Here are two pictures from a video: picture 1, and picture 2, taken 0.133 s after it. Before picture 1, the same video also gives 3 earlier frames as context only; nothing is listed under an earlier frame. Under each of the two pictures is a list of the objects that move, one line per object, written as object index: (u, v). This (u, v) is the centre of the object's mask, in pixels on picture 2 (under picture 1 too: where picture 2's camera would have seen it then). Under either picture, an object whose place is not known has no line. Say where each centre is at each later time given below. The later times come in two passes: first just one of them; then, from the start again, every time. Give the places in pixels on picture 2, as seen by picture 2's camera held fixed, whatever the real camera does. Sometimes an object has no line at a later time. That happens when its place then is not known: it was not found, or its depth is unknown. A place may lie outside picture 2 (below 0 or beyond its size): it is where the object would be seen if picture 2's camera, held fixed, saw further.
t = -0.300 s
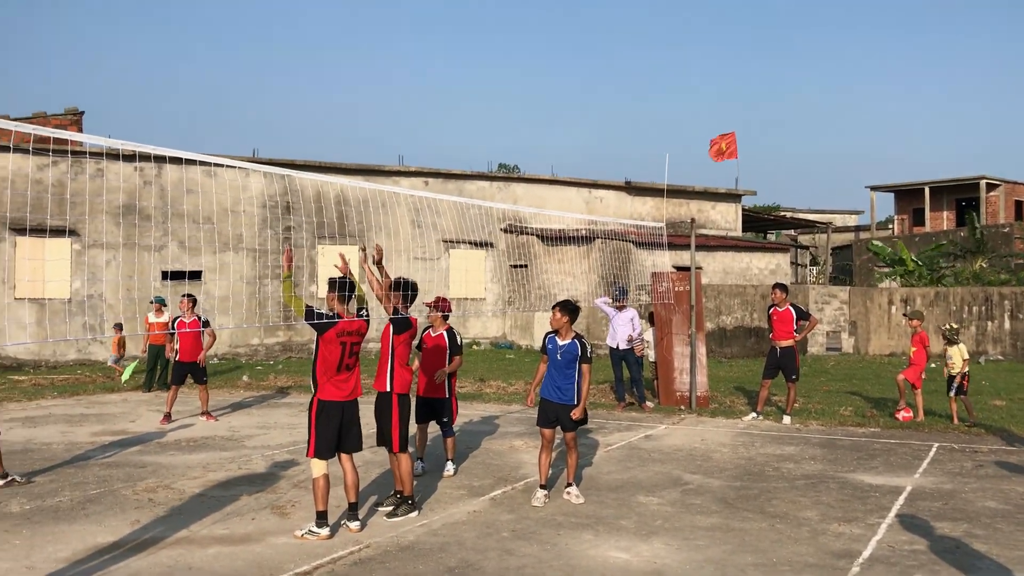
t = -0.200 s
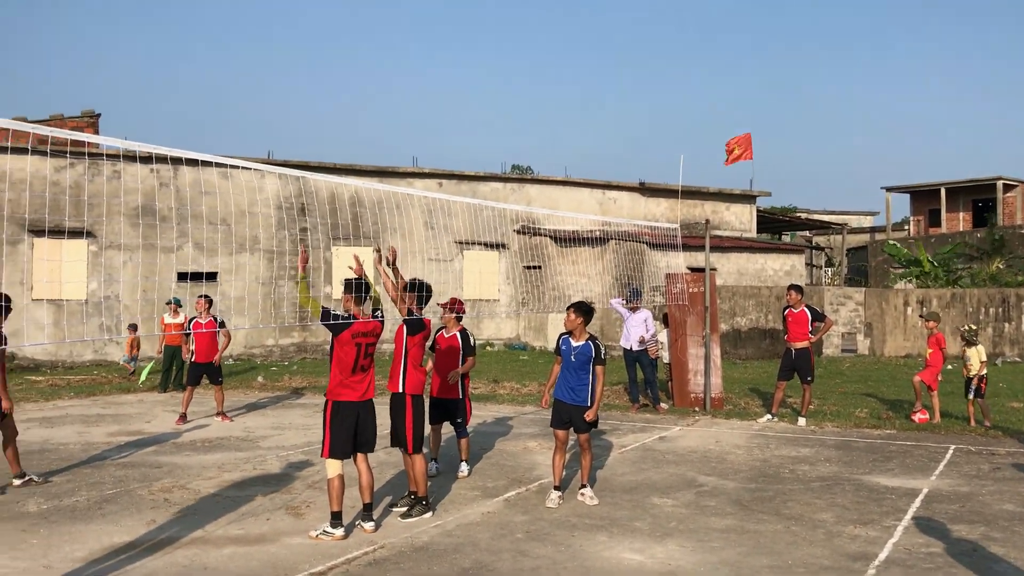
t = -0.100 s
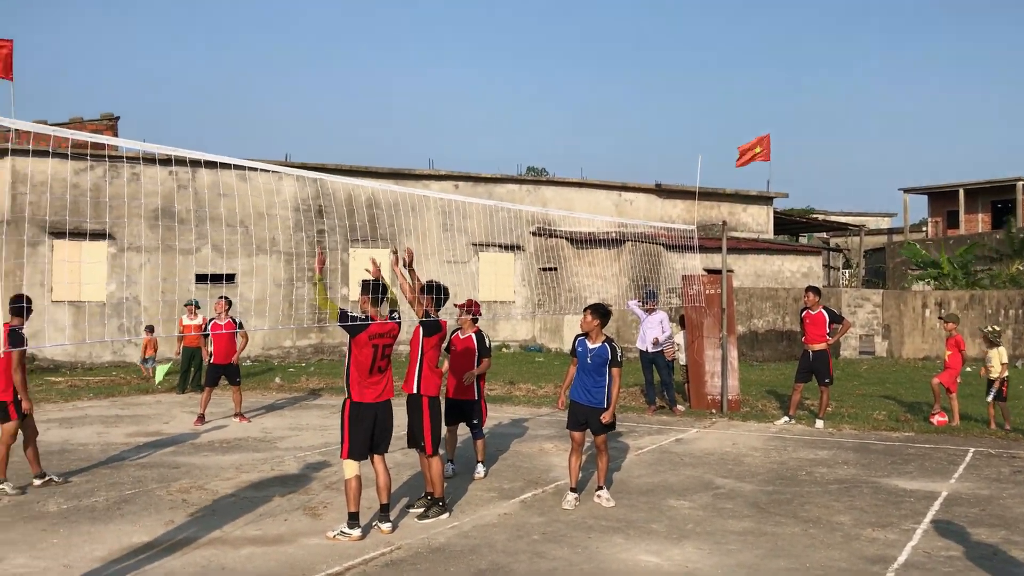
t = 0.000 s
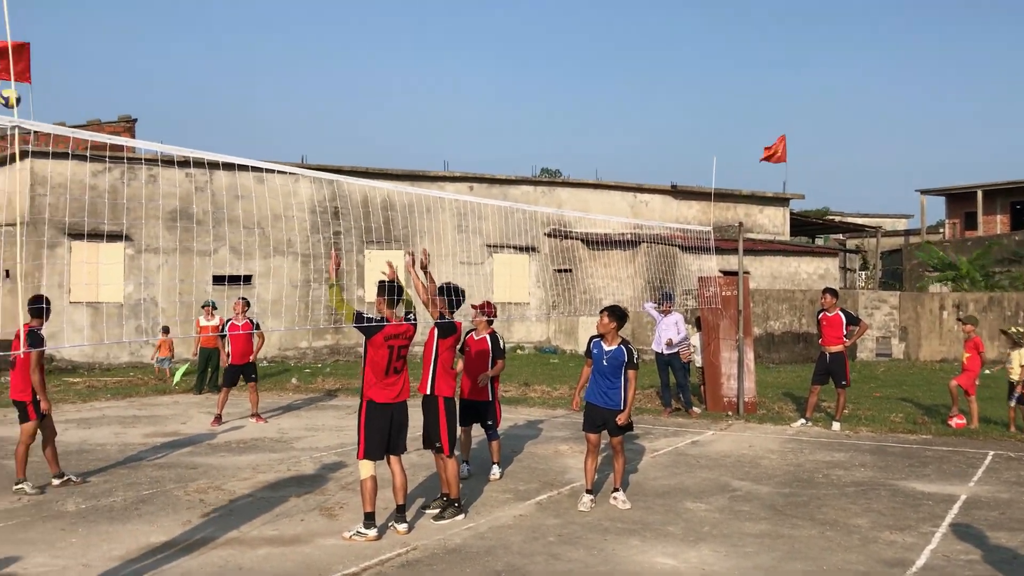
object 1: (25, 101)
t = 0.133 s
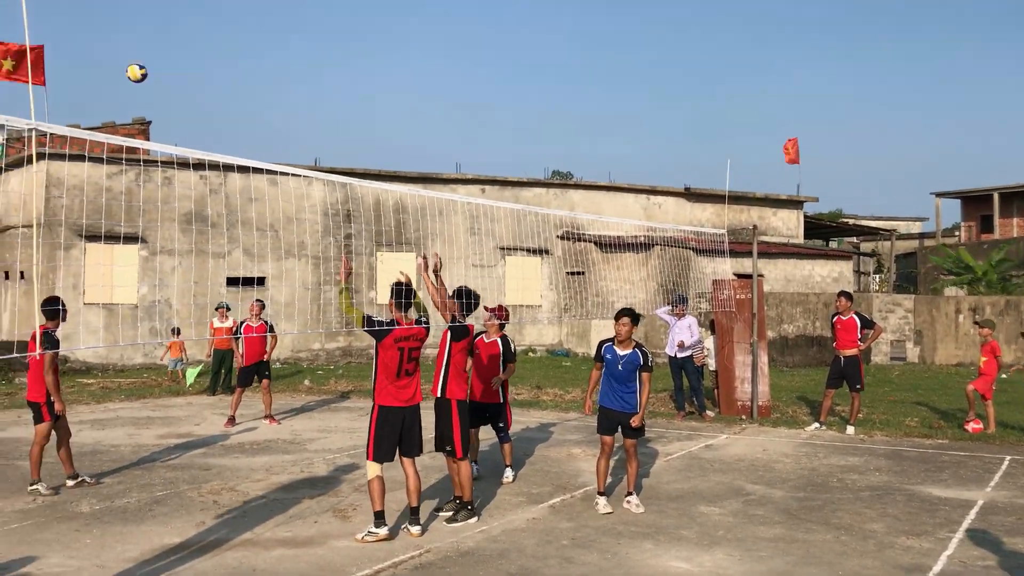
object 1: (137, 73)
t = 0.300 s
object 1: (278, 67)
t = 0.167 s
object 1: (165, 69)
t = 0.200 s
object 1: (193, 66)
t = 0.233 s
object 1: (221, 65)
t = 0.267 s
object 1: (249, 66)
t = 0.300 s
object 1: (278, 67)
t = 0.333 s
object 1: (305, 69)
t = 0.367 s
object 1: (333, 72)
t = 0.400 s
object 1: (360, 77)
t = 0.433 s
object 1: (387, 83)
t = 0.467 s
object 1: (415, 90)
